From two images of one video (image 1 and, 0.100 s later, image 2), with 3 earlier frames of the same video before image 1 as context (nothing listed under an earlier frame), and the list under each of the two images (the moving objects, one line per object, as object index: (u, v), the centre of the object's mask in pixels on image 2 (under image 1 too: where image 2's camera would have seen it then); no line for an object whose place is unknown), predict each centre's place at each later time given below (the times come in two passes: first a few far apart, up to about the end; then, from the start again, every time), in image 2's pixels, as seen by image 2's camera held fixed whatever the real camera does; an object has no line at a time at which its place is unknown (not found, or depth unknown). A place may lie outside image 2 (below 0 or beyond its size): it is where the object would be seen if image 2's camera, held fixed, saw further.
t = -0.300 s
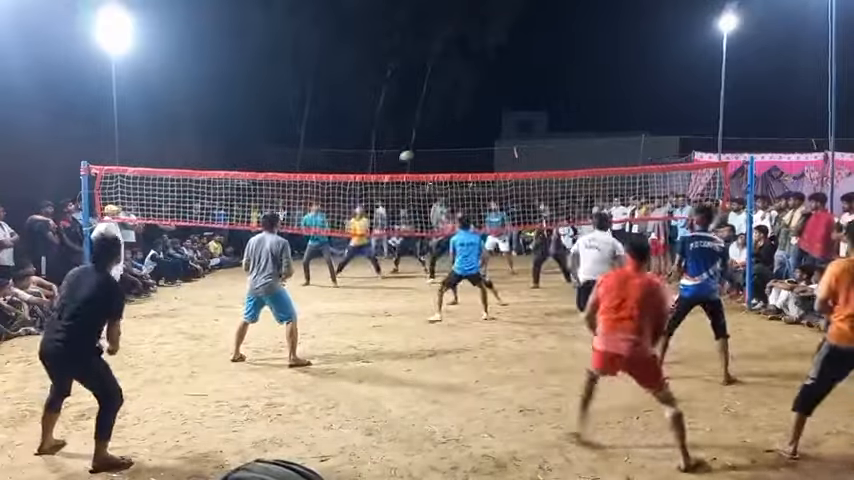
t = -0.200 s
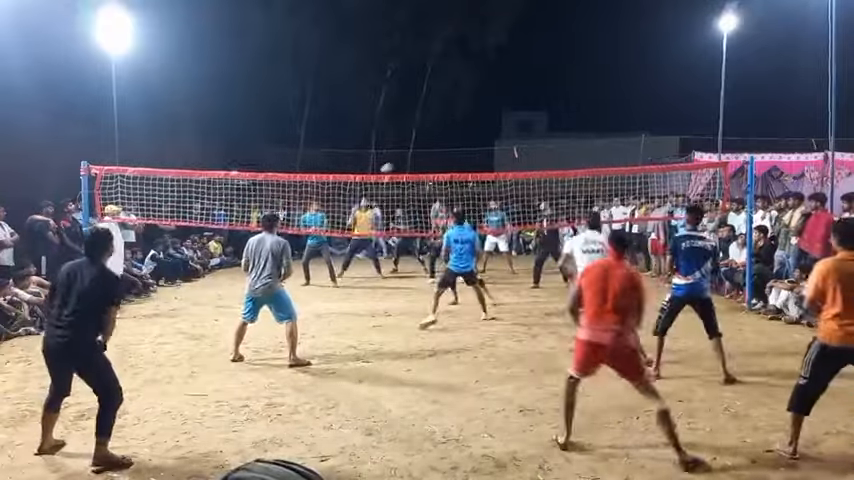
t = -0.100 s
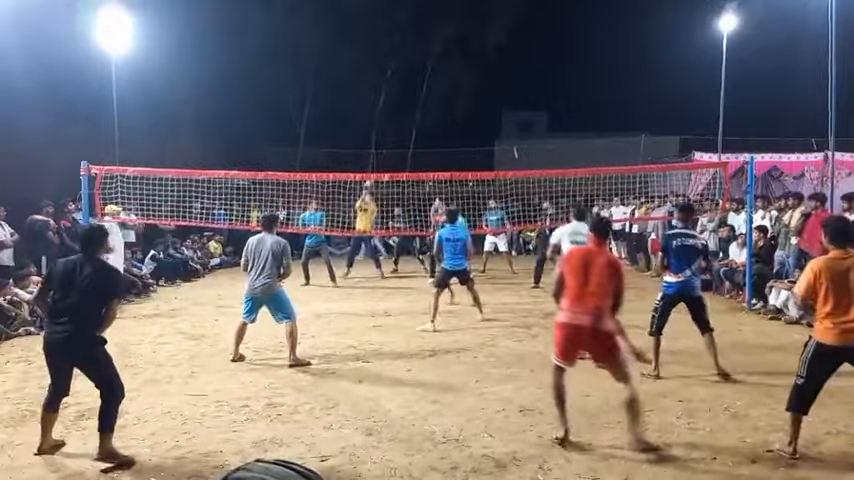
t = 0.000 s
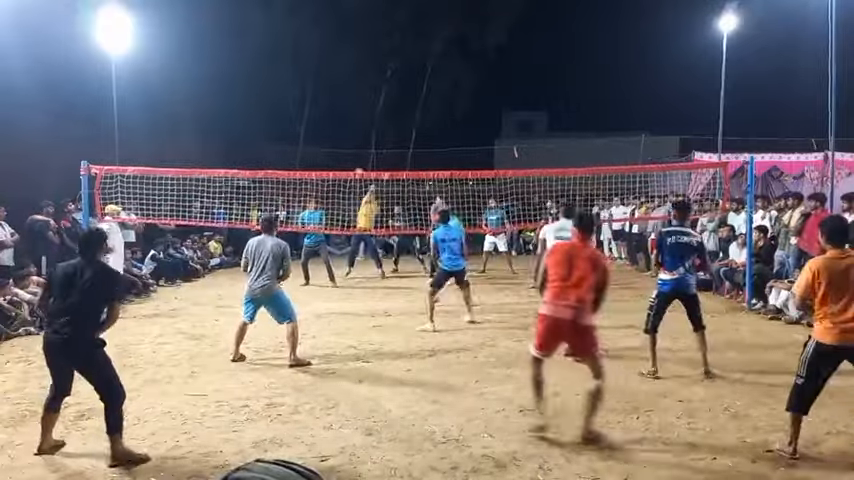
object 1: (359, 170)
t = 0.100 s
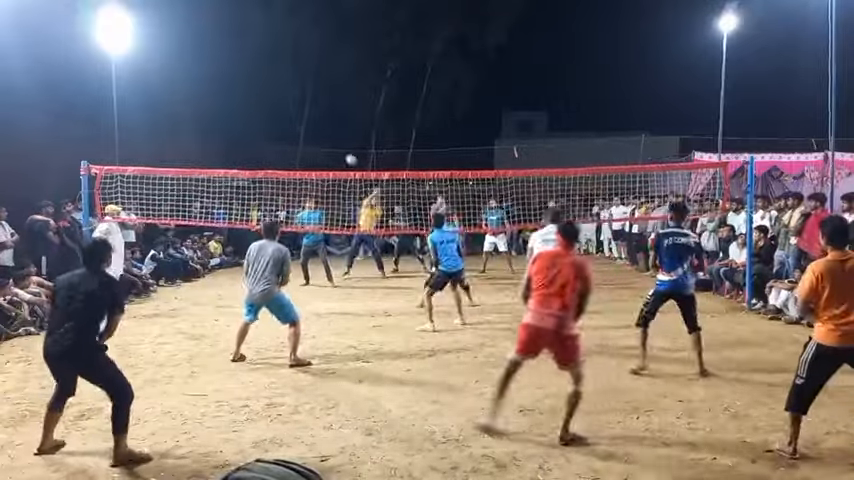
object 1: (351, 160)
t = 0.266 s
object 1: (333, 148)
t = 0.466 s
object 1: (306, 157)
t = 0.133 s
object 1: (348, 156)
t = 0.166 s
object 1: (344, 153)
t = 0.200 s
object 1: (341, 151)
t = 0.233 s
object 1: (337, 149)
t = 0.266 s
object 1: (333, 148)
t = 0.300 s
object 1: (329, 147)
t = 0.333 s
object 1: (324, 147)
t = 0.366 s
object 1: (320, 148)
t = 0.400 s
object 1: (316, 150)
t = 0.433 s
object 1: (311, 153)
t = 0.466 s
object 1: (306, 157)
